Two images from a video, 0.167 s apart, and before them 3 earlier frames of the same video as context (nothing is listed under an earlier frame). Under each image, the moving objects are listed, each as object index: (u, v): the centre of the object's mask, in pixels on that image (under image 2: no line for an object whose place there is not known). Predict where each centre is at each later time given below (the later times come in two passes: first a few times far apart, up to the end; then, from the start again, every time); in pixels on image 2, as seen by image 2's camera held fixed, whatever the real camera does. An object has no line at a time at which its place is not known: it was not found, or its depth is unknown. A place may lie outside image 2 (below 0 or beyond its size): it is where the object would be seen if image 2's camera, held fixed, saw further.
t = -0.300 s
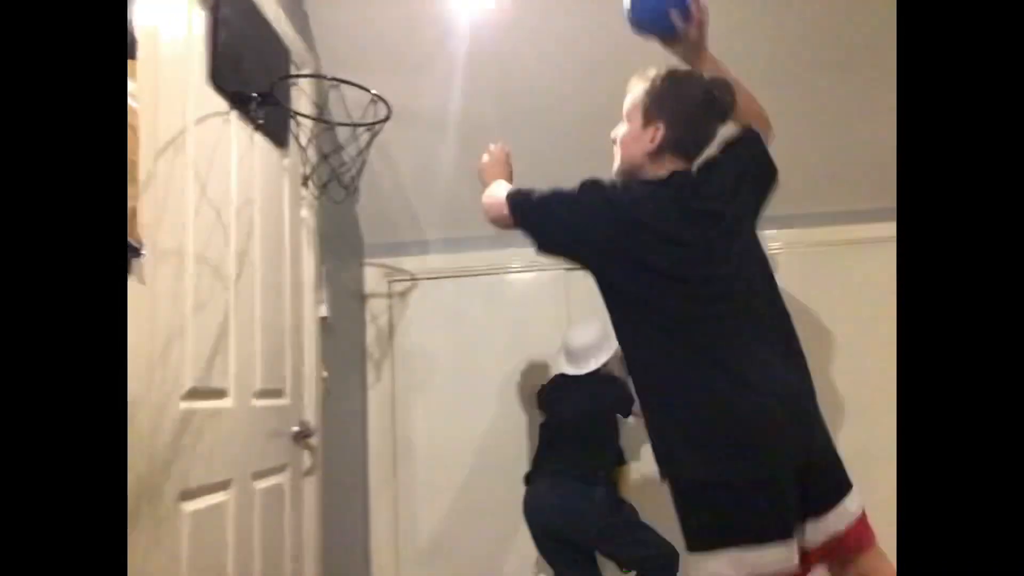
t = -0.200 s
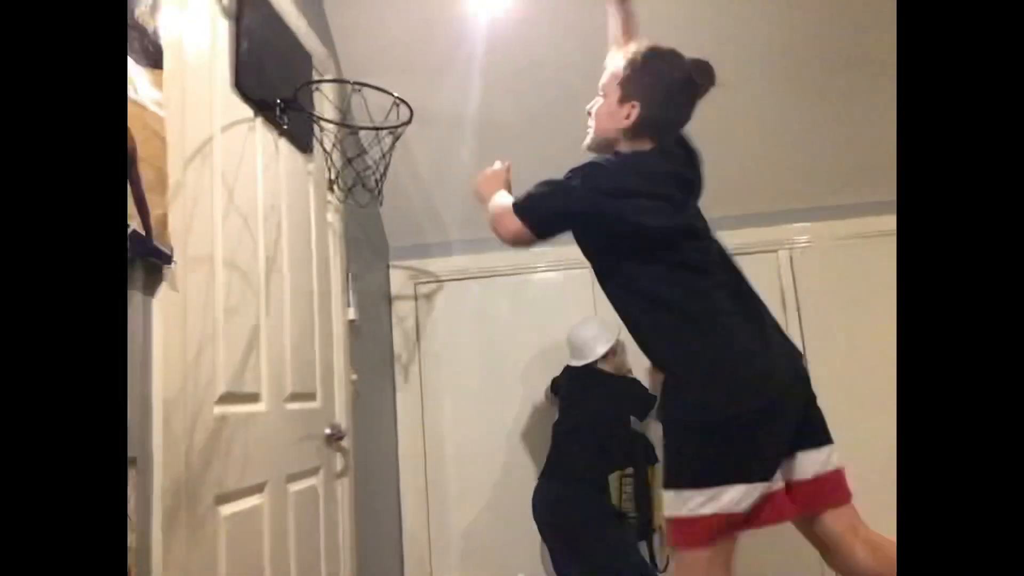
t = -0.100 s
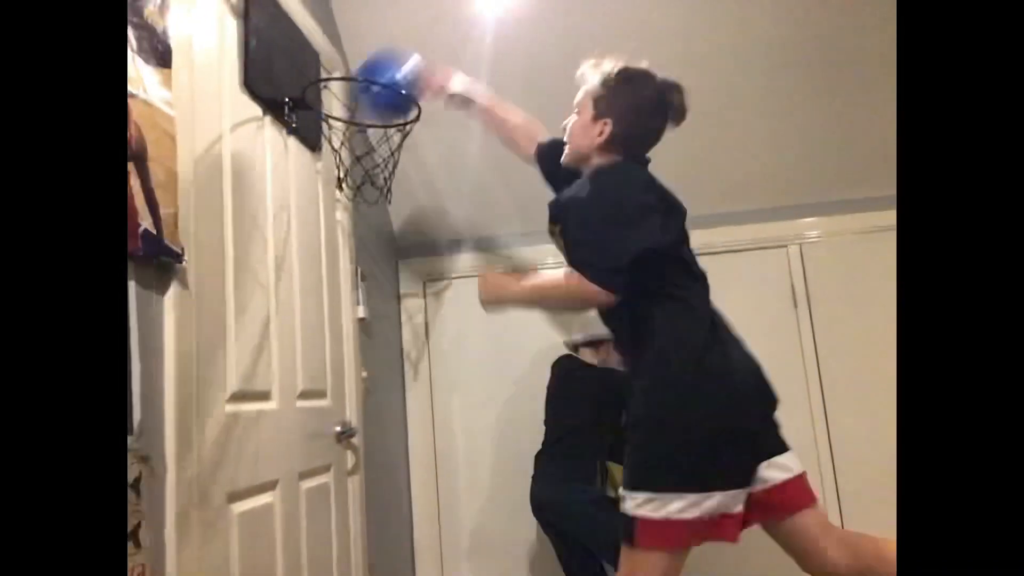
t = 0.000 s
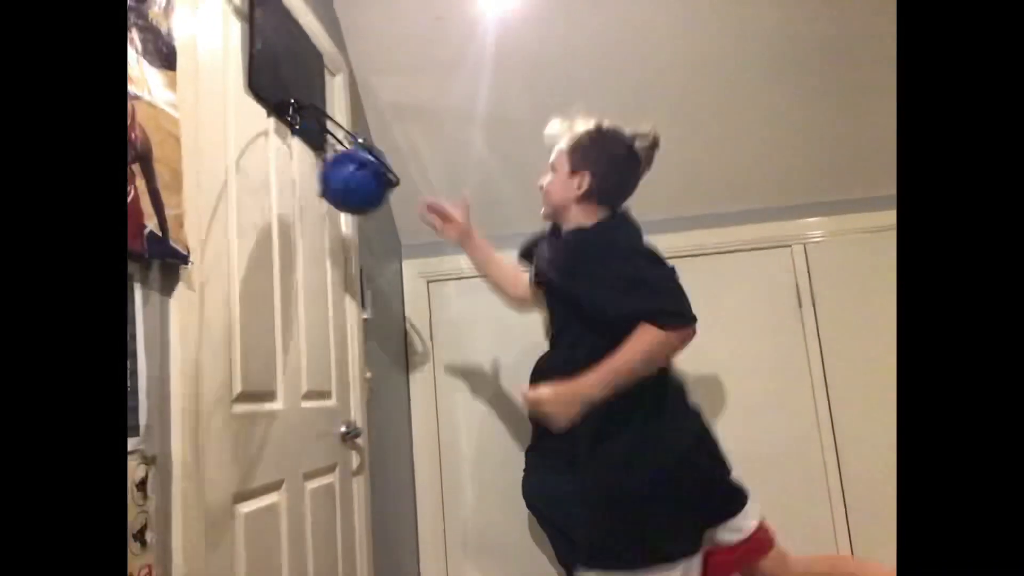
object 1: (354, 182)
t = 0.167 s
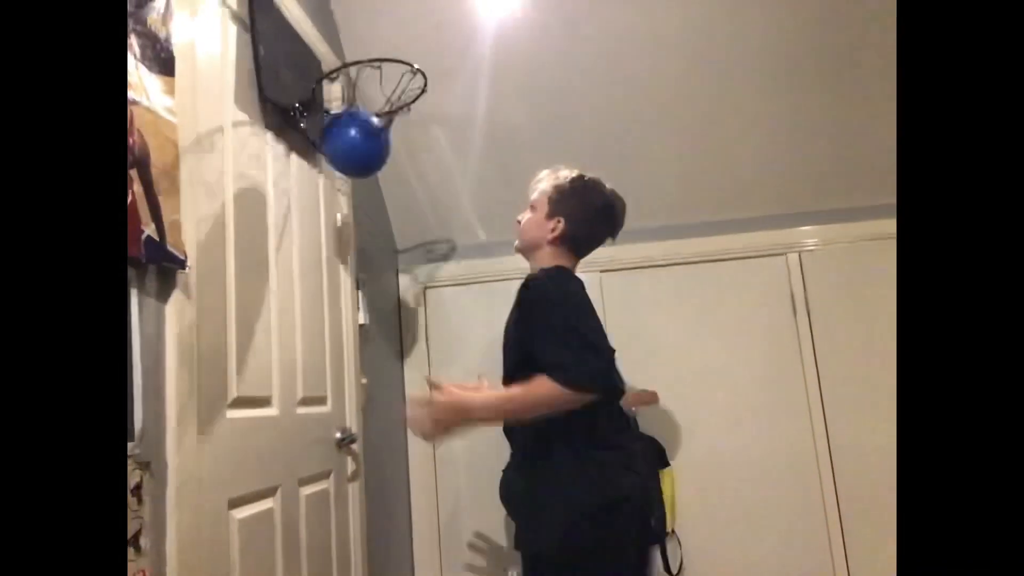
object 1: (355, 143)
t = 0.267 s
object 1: (372, 125)
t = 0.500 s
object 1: (378, 220)
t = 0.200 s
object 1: (359, 134)
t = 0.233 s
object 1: (365, 127)
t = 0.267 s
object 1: (372, 125)
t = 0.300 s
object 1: (377, 126)
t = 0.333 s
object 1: (379, 133)
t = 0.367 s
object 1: (379, 145)
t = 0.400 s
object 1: (380, 160)
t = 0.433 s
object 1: (381, 177)
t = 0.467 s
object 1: (379, 197)
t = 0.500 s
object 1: (378, 220)
